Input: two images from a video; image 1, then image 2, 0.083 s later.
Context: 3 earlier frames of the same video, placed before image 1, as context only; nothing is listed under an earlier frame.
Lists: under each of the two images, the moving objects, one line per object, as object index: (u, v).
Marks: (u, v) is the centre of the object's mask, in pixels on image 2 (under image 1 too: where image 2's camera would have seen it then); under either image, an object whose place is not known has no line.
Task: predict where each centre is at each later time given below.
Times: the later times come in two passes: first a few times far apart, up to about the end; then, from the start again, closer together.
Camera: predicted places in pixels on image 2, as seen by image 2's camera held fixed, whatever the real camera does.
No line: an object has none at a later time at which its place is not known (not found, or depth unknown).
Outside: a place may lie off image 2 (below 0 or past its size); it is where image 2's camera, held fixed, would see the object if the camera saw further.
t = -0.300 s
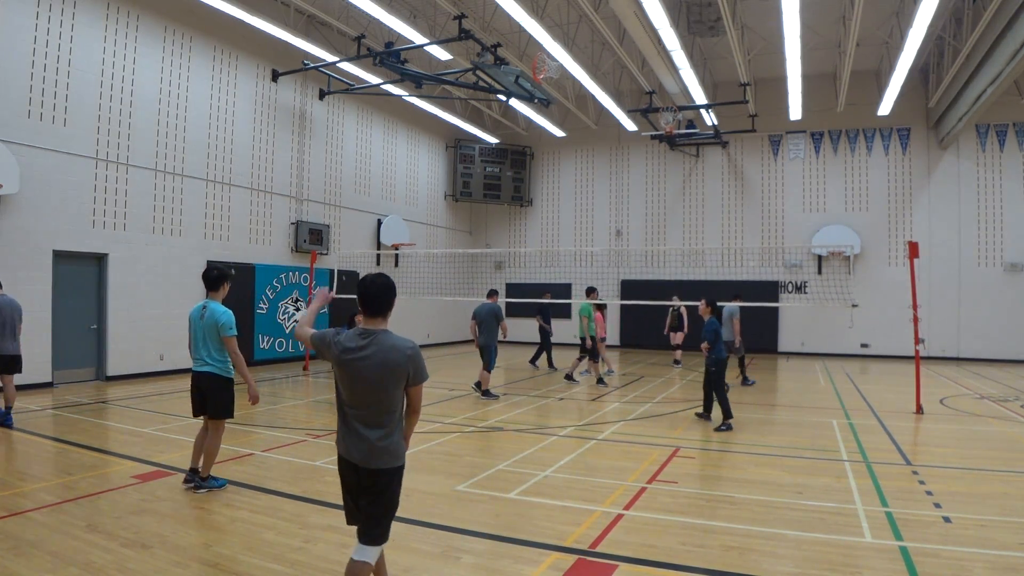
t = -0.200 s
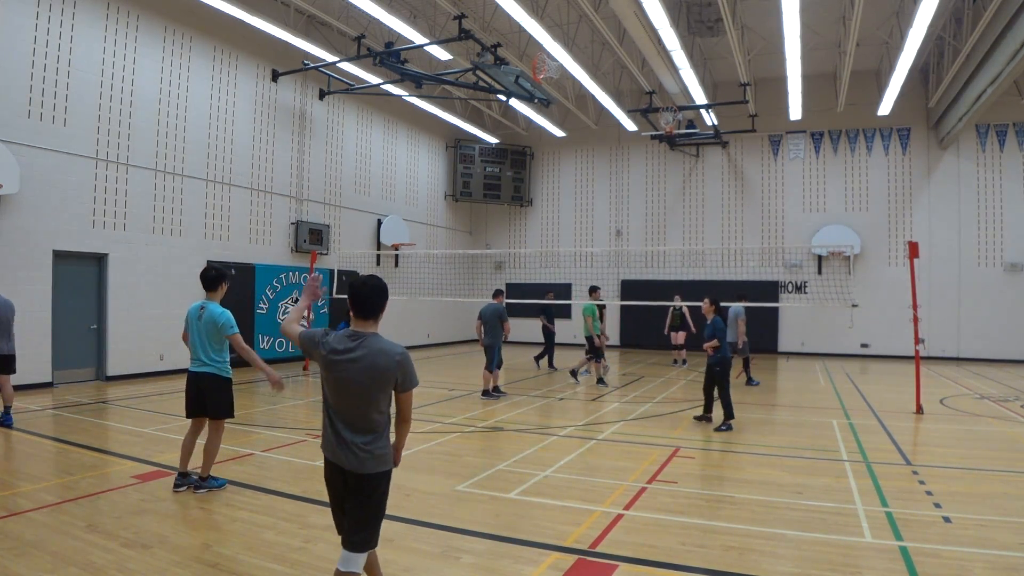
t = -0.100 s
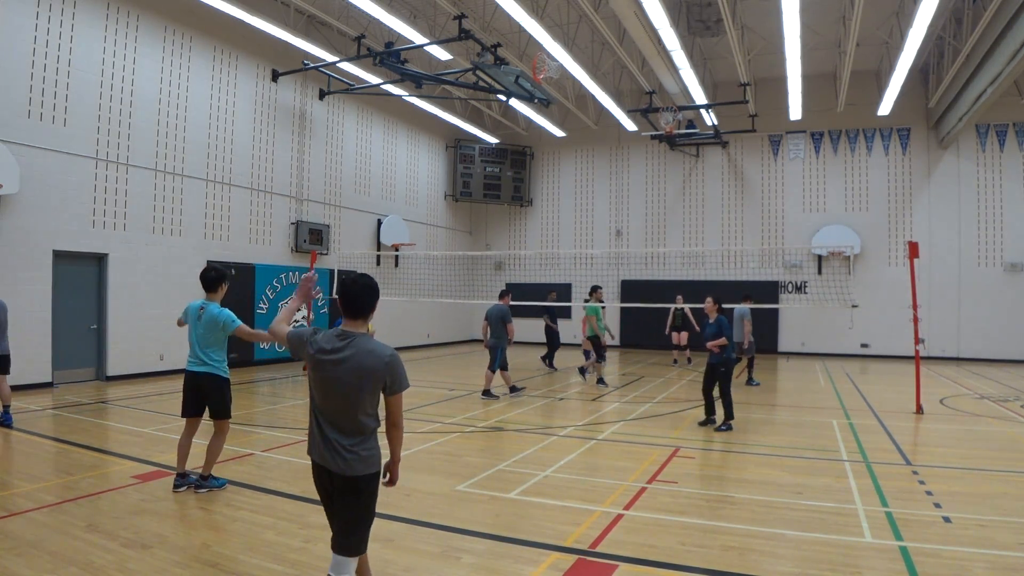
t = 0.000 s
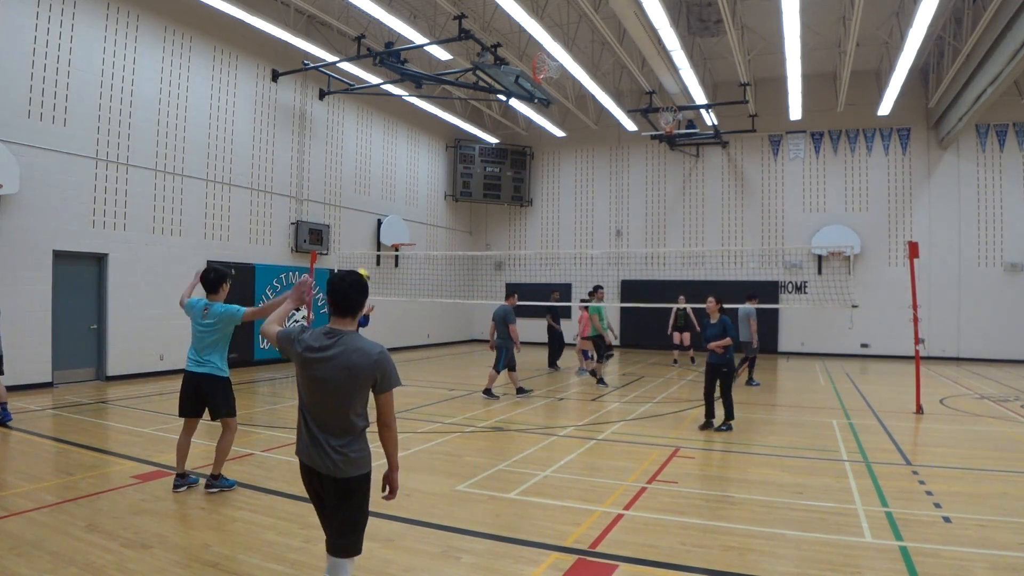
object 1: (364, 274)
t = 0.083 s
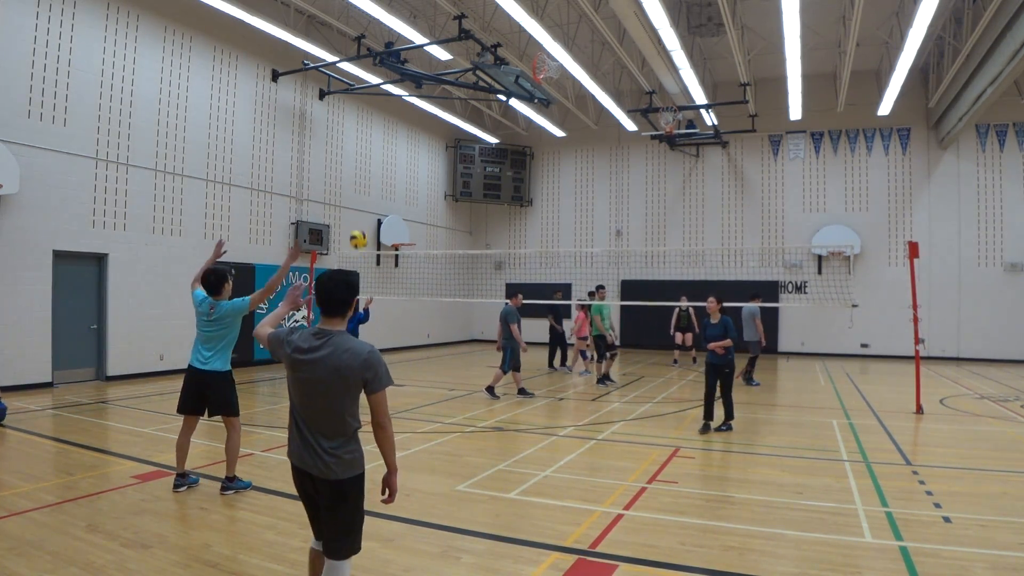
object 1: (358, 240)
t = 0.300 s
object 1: (351, 155)
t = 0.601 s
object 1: (334, 89)
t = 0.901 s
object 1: (297, 135)
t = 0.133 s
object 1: (357, 217)
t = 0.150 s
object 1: (356, 211)
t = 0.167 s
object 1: (356, 204)
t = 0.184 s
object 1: (355, 197)
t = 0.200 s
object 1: (355, 190)
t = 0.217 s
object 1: (354, 184)
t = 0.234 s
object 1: (354, 178)
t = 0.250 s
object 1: (353, 172)
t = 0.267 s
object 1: (352, 166)
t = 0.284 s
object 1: (351, 160)
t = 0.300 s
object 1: (351, 155)
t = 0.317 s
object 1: (350, 149)
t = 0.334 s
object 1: (350, 144)
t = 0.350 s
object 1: (349, 139)
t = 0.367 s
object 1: (348, 133)
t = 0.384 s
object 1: (347, 129)
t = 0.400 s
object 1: (346, 124)
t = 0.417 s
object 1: (345, 120)
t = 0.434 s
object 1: (344, 116)
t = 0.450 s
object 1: (344, 112)
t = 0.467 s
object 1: (343, 109)
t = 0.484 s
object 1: (342, 105)
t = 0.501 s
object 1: (341, 102)
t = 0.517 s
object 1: (340, 99)
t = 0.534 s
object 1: (338, 97)
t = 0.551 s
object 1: (337, 94)
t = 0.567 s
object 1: (336, 92)
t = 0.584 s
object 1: (335, 90)
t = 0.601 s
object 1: (334, 89)
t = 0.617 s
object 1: (332, 88)
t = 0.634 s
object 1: (330, 88)
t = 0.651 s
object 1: (329, 87)
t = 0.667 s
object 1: (328, 87)
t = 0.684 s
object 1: (326, 87)
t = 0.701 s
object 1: (325, 87)
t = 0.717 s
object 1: (323, 88)
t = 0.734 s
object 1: (321, 90)
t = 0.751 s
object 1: (319, 92)
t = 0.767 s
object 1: (317, 94)
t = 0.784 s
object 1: (315, 97)
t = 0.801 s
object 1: (313, 100)
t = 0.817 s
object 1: (311, 104)
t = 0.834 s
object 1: (308, 109)
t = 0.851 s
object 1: (306, 114)
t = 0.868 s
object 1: (303, 121)
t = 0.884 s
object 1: (300, 128)
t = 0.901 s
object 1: (297, 135)
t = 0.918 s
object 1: (294, 143)
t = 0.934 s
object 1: (291, 153)
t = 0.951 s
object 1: (288, 163)
